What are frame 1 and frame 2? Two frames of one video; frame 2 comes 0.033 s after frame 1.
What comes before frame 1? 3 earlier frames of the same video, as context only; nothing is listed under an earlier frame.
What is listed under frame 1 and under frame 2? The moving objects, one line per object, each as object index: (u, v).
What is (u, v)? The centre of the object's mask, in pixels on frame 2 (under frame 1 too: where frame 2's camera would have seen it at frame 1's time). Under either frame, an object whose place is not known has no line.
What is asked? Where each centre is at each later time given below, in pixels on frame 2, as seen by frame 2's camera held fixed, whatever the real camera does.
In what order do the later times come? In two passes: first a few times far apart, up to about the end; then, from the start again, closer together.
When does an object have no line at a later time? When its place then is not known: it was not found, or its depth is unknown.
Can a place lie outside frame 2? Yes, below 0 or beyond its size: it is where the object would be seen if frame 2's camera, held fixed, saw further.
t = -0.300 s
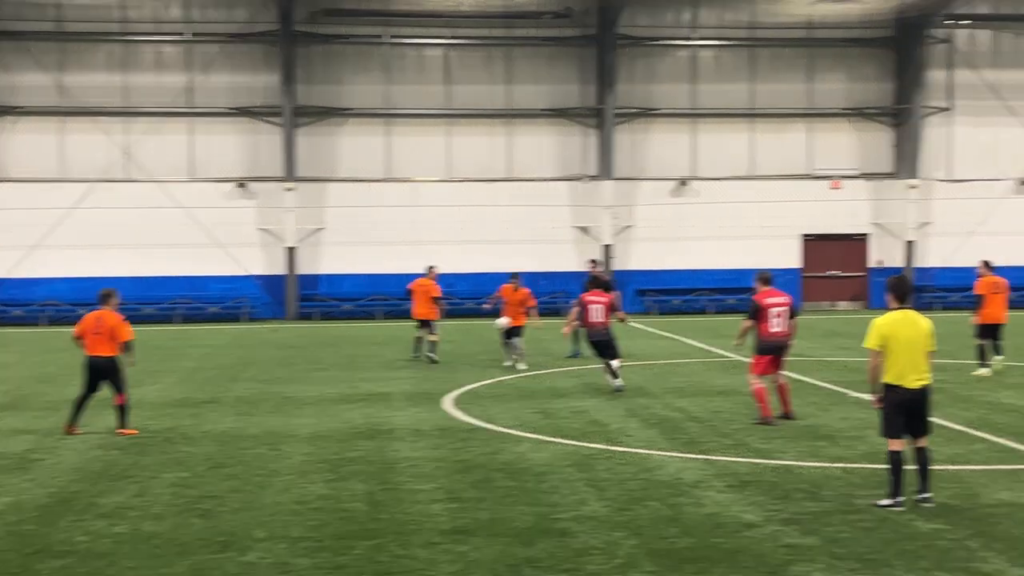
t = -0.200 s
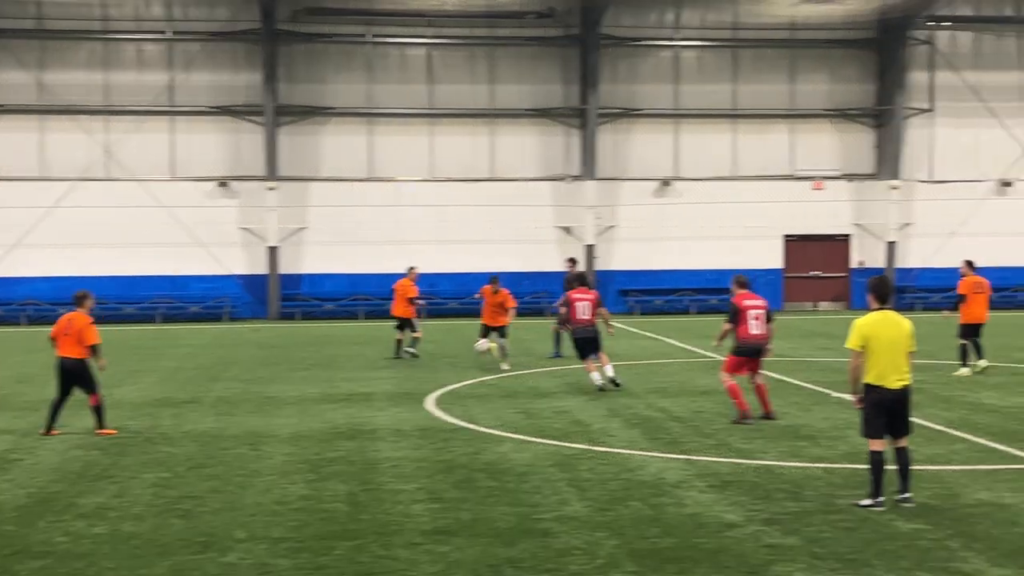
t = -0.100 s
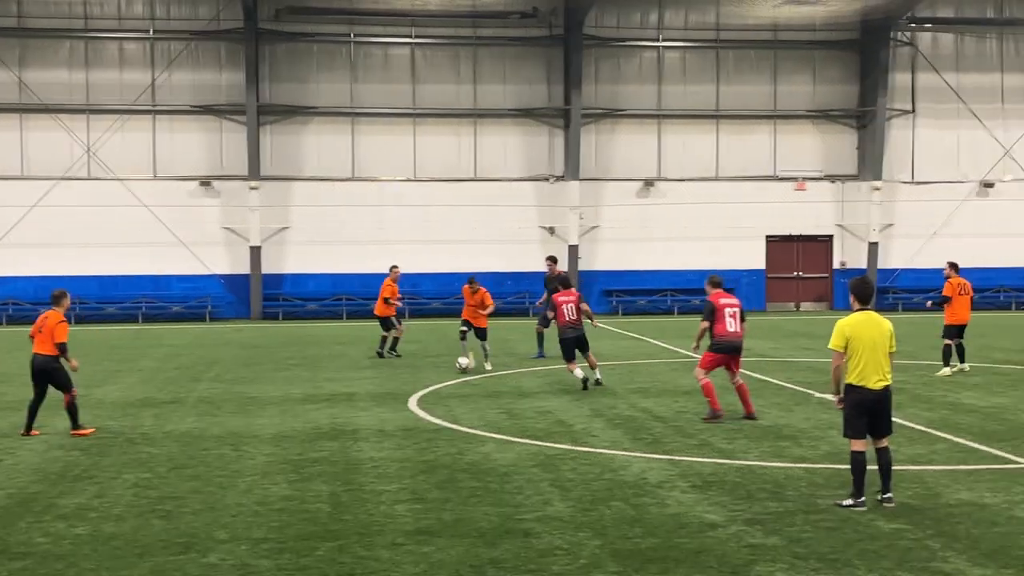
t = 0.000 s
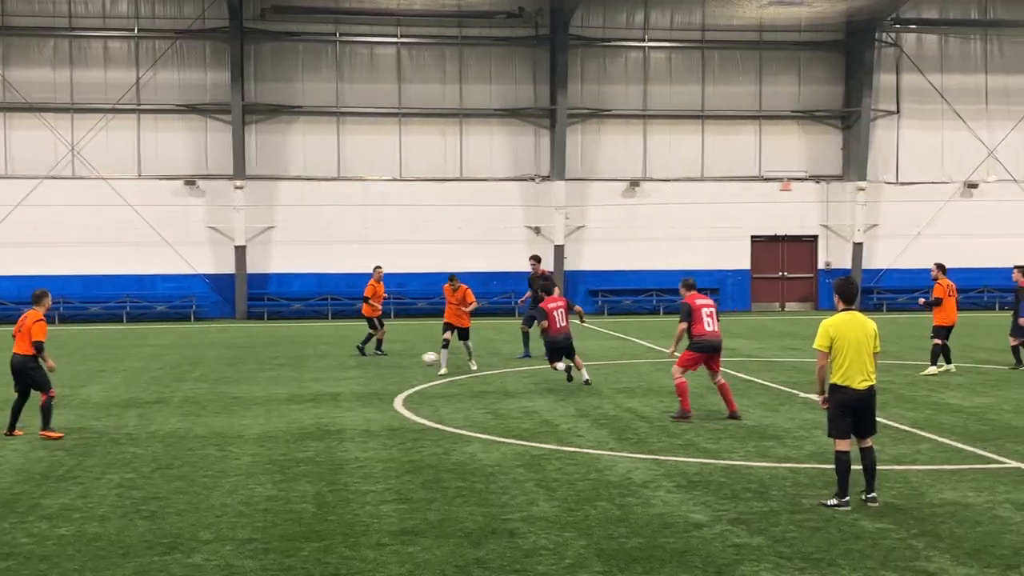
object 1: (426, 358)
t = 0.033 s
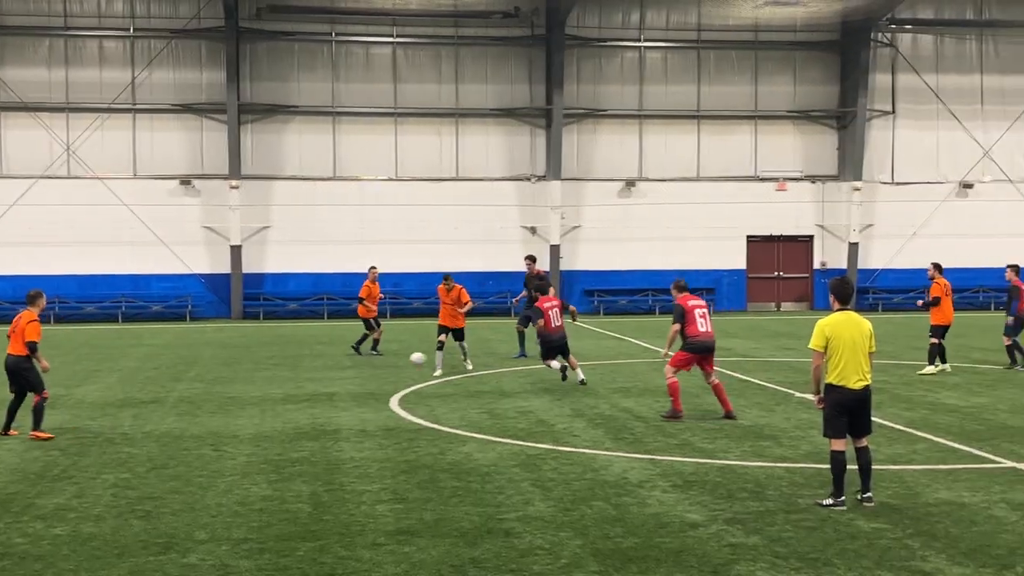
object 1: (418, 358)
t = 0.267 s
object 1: (348, 386)
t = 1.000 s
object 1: (181, 424)
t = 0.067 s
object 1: (408, 361)
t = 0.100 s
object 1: (399, 363)
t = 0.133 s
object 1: (389, 366)
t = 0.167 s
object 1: (379, 370)
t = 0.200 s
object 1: (369, 374)
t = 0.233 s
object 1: (359, 380)
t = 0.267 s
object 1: (348, 386)
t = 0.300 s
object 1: (338, 390)
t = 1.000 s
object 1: (181, 424)
